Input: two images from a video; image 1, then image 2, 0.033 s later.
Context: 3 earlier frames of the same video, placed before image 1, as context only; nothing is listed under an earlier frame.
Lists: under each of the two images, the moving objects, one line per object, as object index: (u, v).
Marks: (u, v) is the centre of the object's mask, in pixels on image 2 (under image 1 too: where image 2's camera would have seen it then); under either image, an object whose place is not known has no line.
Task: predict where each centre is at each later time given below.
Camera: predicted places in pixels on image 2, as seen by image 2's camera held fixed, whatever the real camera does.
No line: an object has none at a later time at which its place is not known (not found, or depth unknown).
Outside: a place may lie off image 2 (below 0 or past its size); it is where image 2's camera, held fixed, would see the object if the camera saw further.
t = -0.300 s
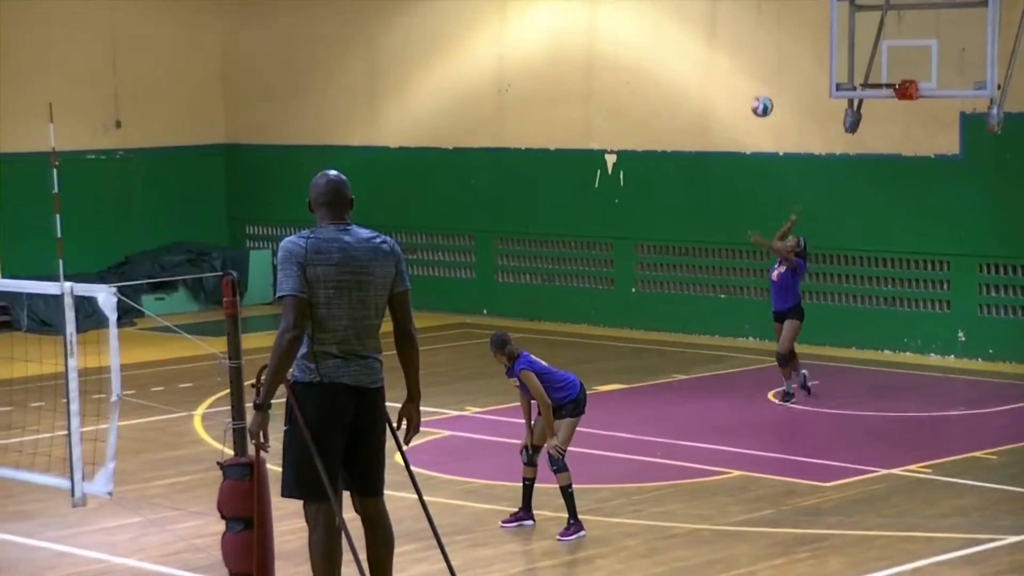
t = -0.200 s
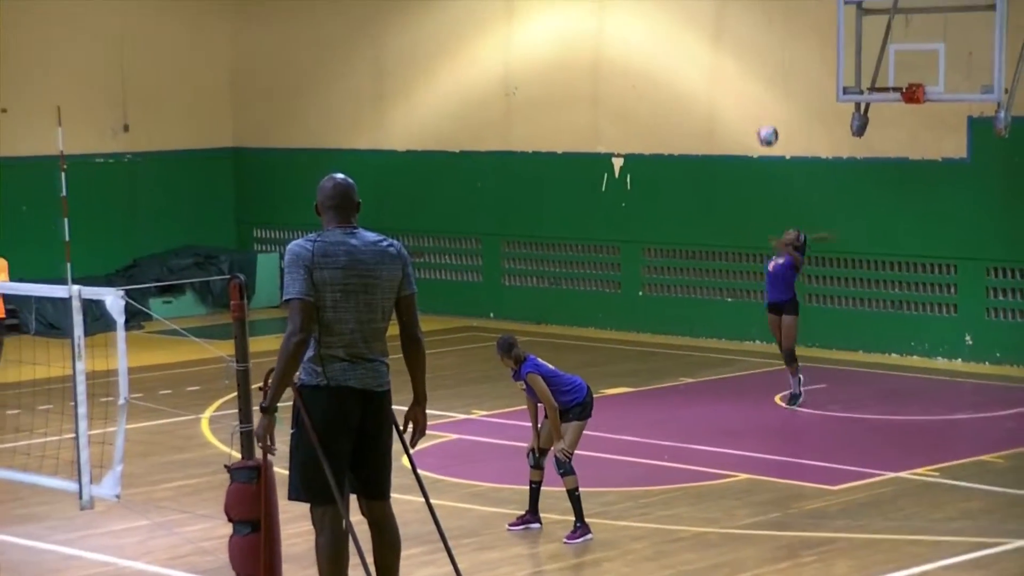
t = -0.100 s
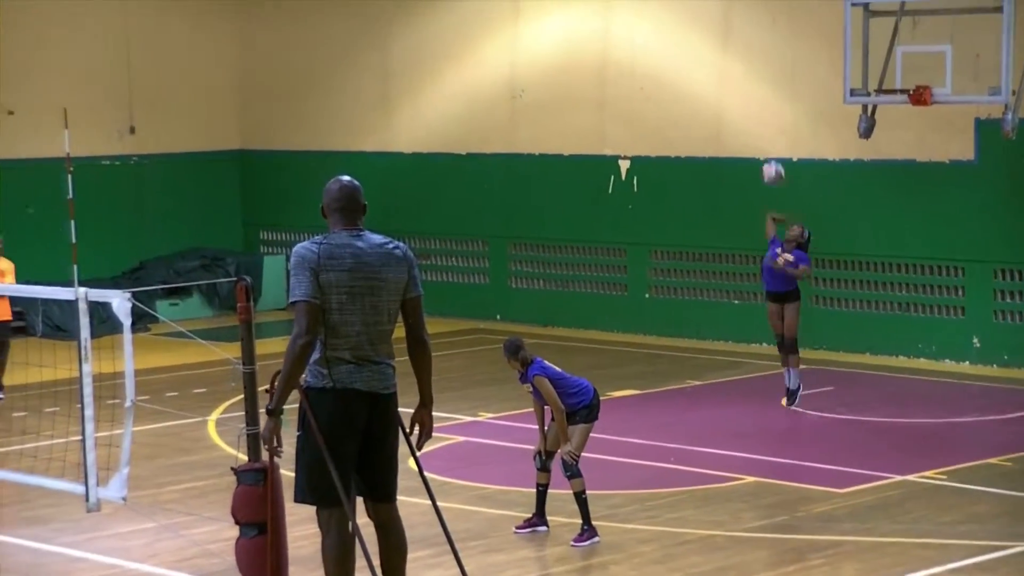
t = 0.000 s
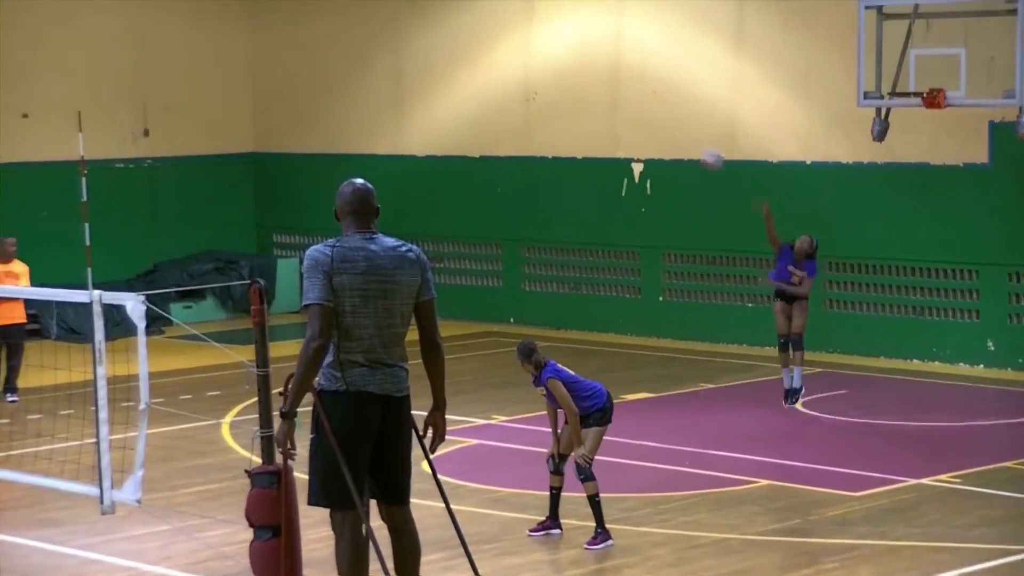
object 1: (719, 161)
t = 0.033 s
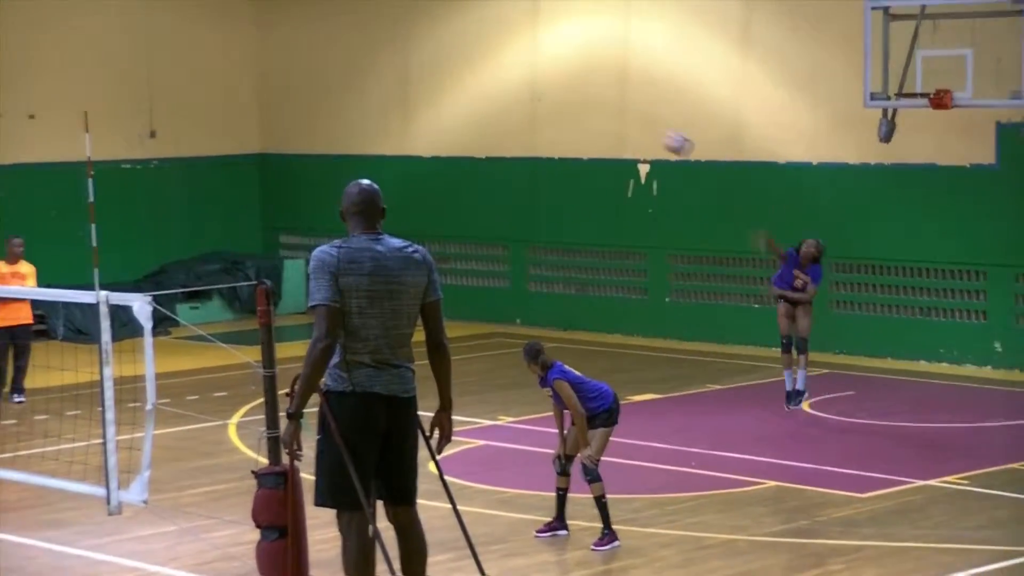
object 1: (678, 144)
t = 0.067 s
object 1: (637, 128)
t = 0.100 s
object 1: (596, 113)
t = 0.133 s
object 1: (553, 97)
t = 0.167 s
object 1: (508, 82)
